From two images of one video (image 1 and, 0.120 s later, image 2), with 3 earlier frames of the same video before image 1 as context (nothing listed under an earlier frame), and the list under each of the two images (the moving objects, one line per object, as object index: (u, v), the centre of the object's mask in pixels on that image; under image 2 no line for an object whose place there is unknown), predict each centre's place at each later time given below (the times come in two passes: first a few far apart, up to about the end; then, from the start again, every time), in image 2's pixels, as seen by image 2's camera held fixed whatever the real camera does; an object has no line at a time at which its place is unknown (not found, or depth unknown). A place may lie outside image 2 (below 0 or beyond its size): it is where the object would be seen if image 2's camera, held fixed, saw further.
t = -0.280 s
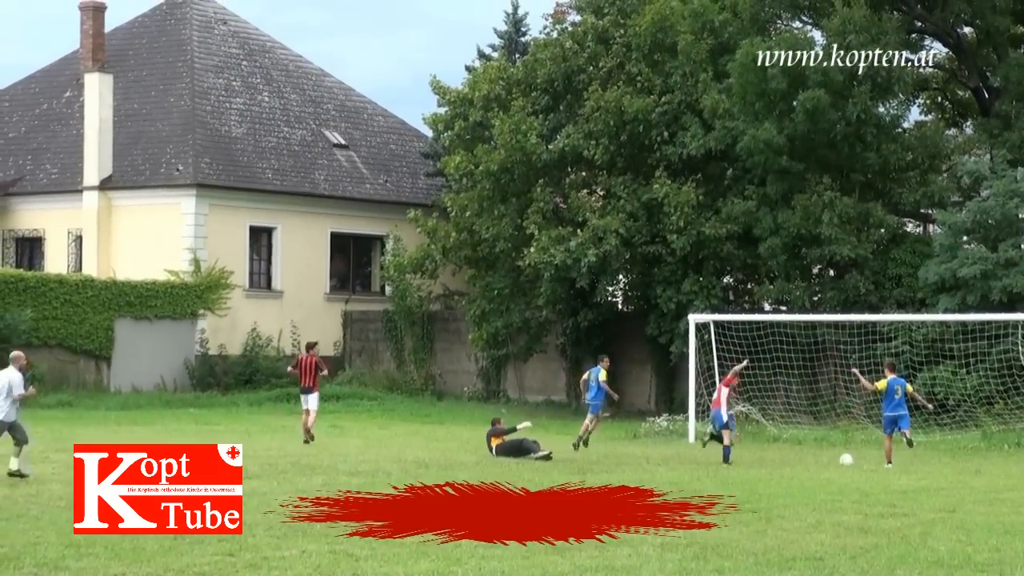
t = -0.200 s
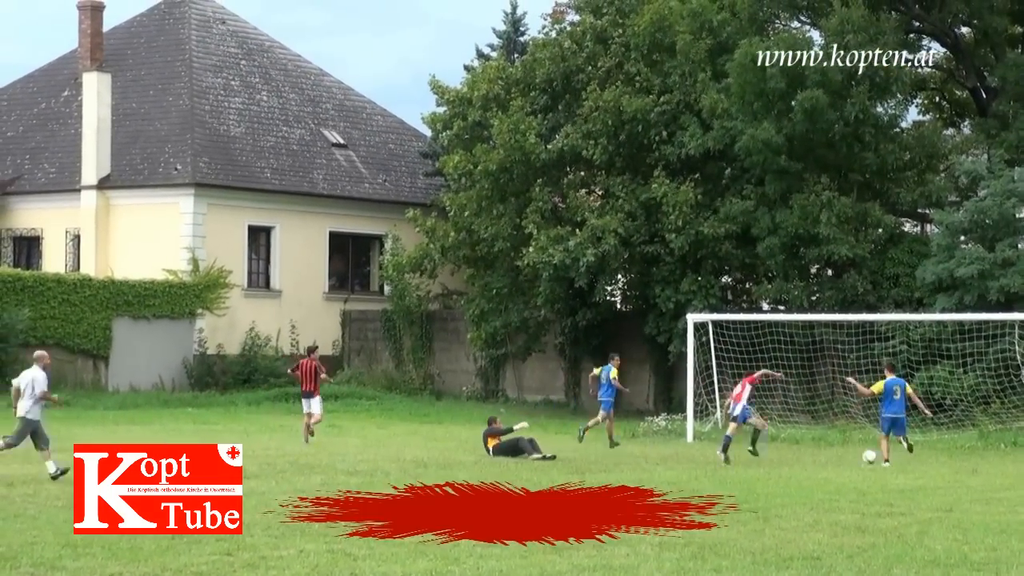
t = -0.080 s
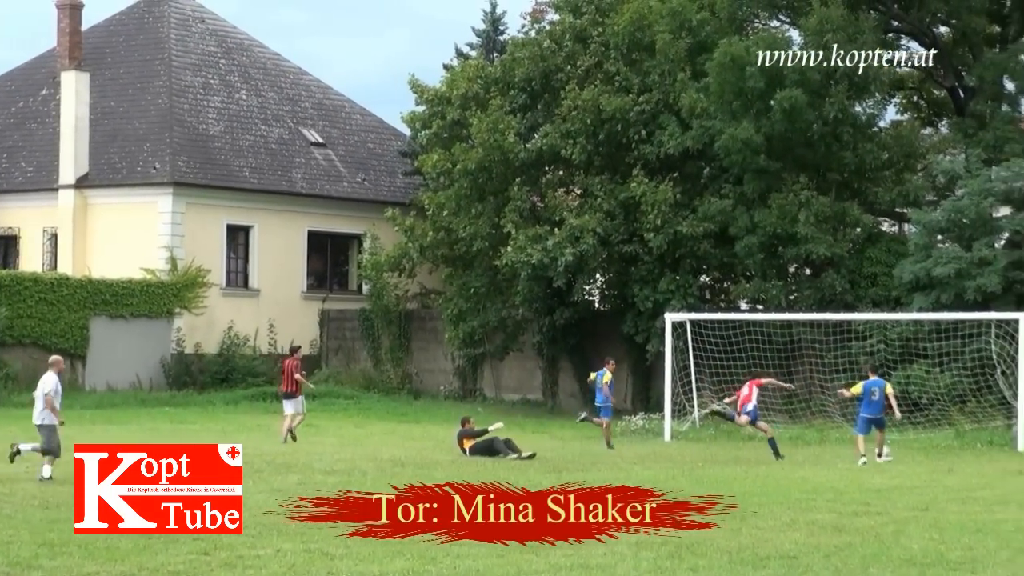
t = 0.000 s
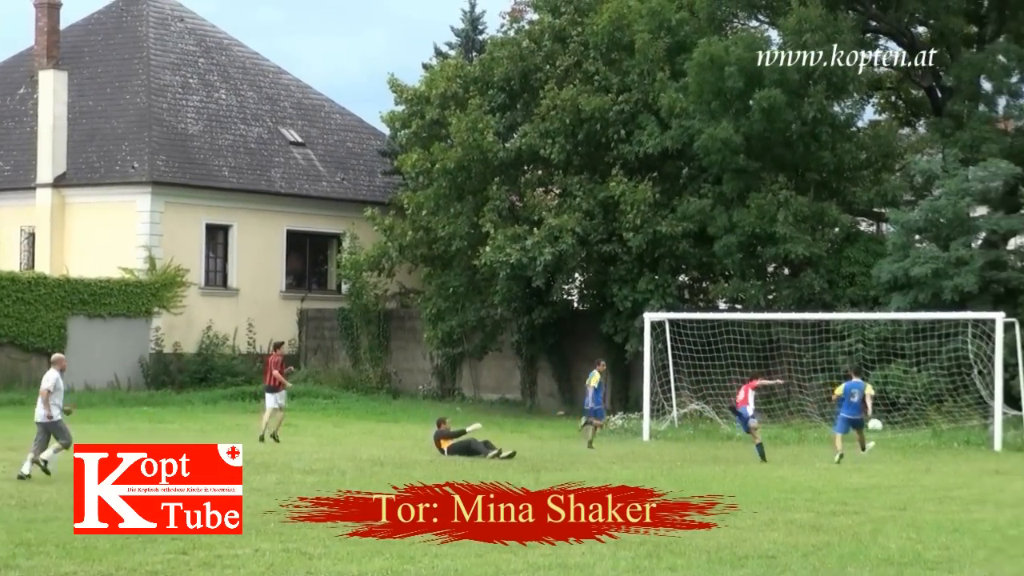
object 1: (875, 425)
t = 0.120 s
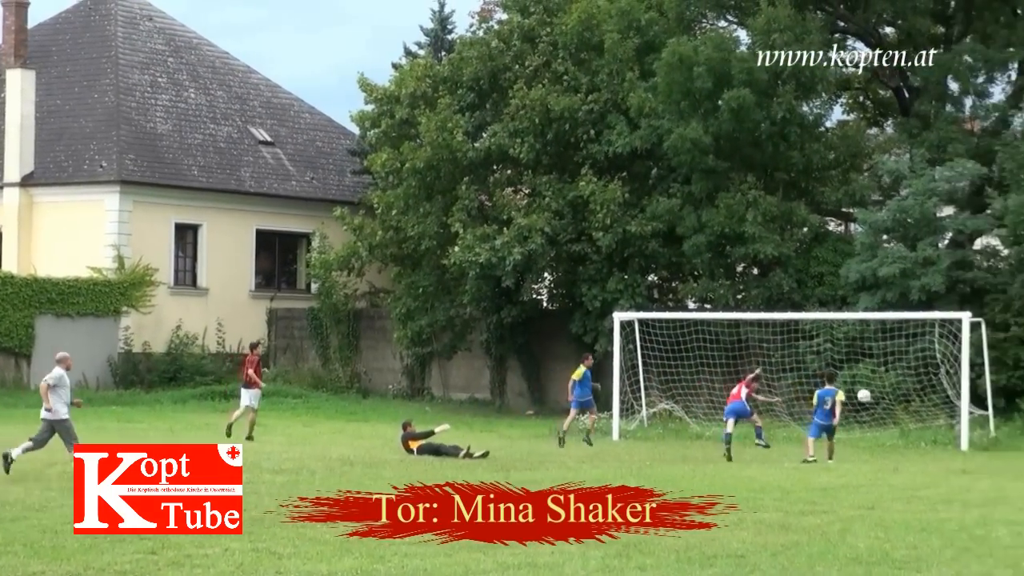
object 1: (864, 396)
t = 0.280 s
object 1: (892, 371)
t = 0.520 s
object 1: (925, 349)
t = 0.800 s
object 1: (942, 358)
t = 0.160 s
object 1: (871, 388)
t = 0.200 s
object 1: (878, 381)
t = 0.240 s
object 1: (885, 375)
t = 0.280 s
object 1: (892, 371)
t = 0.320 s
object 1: (899, 367)
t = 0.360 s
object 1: (905, 364)
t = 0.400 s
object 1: (912, 361)
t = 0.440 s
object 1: (917, 359)
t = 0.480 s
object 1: (921, 353)
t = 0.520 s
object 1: (925, 349)
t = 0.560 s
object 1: (929, 347)
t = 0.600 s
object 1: (932, 346)
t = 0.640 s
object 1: (935, 346)
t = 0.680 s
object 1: (937, 348)
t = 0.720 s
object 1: (939, 350)
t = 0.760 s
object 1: (940, 353)
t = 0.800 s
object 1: (942, 358)
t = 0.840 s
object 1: (942, 364)
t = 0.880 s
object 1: (942, 370)
